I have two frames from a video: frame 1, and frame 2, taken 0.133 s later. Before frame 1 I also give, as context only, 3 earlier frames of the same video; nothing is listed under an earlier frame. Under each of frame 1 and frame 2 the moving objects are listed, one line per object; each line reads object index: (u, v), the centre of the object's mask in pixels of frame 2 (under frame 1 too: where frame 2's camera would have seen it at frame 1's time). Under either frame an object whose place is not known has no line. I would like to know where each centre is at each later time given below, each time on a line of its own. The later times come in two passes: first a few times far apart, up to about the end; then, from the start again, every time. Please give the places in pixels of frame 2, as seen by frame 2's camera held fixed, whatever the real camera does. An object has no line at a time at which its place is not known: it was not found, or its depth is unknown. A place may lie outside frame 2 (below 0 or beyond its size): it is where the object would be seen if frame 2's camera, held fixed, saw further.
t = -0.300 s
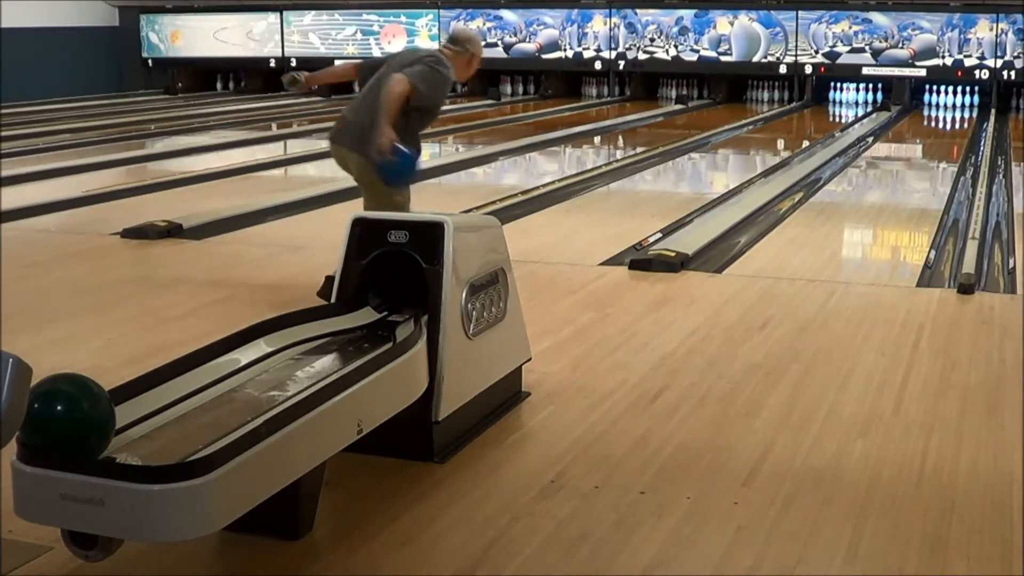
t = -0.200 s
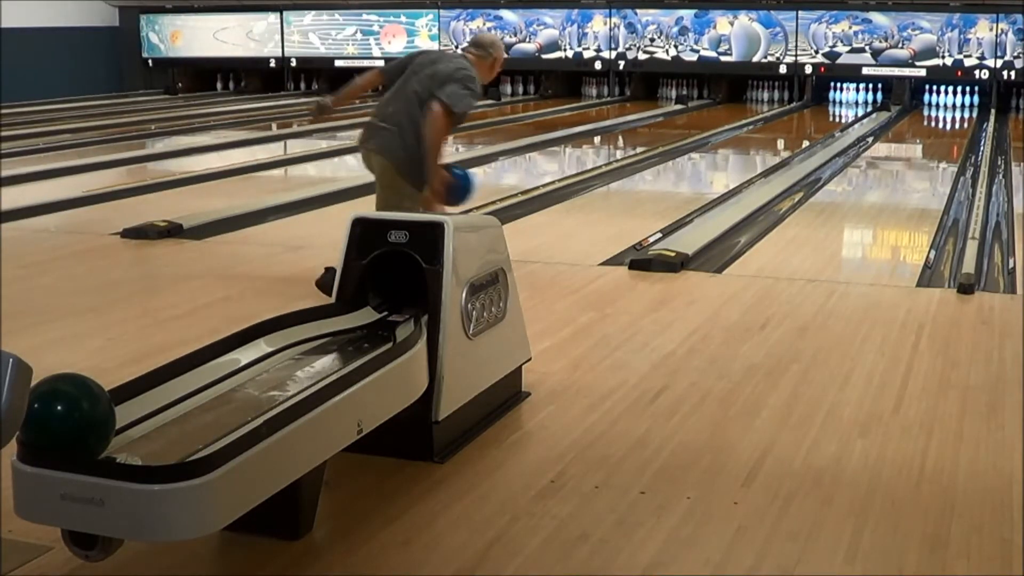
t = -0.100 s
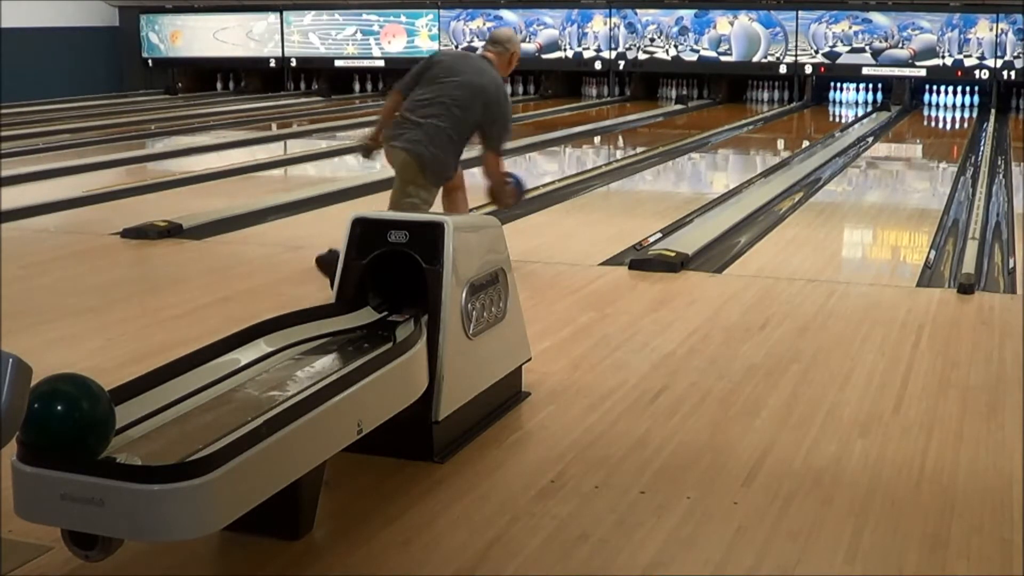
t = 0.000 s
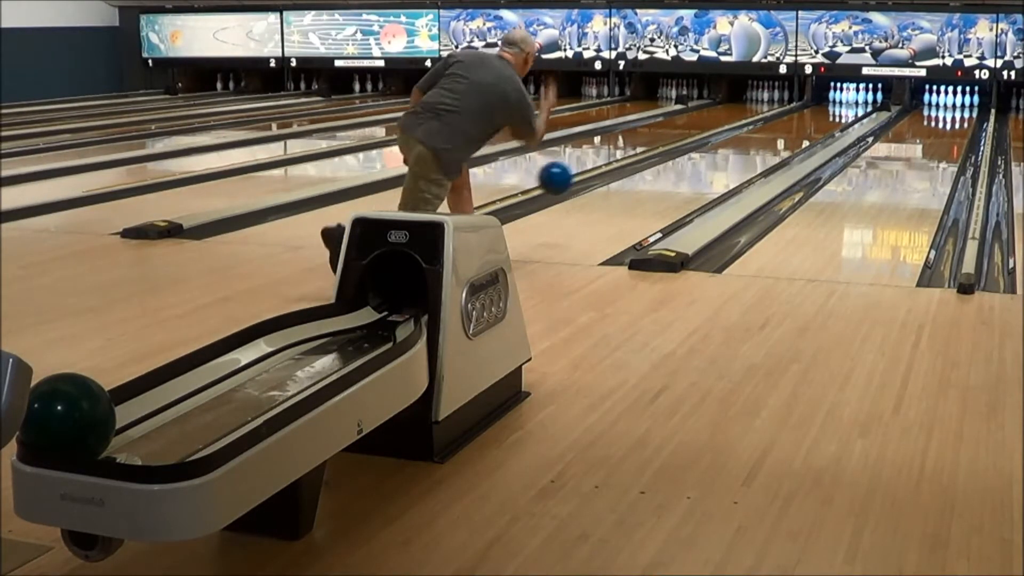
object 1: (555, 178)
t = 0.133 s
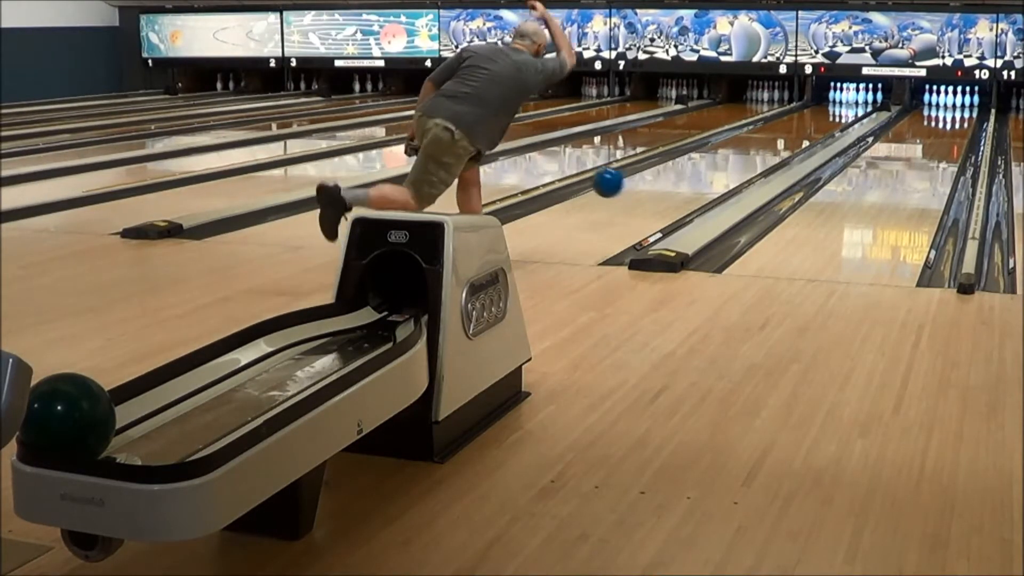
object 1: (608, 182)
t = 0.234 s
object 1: (640, 199)
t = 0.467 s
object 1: (699, 174)
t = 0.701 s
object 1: (742, 157)
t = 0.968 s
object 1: (779, 141)
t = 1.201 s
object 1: (804, 130)
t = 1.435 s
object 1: (822, 122)
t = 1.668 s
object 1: (835, 115)
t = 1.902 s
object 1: (845, 108)
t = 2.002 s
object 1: (848, 107)
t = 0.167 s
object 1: (619, 187)
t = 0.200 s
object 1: (629, 192)
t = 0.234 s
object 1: (640, 199)
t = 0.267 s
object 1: (649, 192)
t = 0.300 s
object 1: (659, 187)
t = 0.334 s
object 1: (668, 184)
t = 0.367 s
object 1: (676, 182)
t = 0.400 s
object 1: (684, 180)
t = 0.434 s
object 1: (692, 177)
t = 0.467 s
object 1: (699, 174)
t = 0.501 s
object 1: (706, 172)
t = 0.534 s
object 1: (713, 169)
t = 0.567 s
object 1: (719, 166)
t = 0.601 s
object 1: (725, 164)
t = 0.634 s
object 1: (731, 161)
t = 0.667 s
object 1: (737, 159)
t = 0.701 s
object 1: (742, 157)
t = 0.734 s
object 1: (748, 154)
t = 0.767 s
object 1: (752, 152)
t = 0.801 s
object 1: (757, 150)
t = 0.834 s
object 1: (762, 148)
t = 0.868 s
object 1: (767, 146)
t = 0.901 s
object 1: (771, 145)
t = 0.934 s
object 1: (775, 143)
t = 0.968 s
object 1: (779, 141)
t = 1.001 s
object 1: (784, 139)
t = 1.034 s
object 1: (787, 138)
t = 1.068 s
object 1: (791, 136)
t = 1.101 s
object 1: (794, 135)
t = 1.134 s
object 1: (797, 133)
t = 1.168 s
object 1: (801, 132)
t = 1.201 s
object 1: (804, 130)
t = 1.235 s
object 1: (807, 129)
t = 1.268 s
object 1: (810, 128)
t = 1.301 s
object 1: (812, 127)
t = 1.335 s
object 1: (815, 125)
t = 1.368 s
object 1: (818, 124)
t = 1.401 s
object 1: (820, 123)
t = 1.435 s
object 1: (822, 122)
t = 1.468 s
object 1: (824, 120)
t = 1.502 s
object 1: (826, 119)
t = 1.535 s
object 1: (828, 119)
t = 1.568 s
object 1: (830, 118)
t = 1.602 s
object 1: (832, 117)
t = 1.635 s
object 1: (834, 116)
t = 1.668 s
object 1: (835, 115)
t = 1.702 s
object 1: (837, 114)
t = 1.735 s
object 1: (839, 113)
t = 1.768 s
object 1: (841, 112)
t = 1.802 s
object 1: (841, 111)
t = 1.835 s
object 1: (842, 110)
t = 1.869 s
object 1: (844, 109)
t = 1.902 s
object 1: (845, 108)
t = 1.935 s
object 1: (846, 108)
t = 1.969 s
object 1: (847, 107)
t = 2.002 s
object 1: (848, 107)
